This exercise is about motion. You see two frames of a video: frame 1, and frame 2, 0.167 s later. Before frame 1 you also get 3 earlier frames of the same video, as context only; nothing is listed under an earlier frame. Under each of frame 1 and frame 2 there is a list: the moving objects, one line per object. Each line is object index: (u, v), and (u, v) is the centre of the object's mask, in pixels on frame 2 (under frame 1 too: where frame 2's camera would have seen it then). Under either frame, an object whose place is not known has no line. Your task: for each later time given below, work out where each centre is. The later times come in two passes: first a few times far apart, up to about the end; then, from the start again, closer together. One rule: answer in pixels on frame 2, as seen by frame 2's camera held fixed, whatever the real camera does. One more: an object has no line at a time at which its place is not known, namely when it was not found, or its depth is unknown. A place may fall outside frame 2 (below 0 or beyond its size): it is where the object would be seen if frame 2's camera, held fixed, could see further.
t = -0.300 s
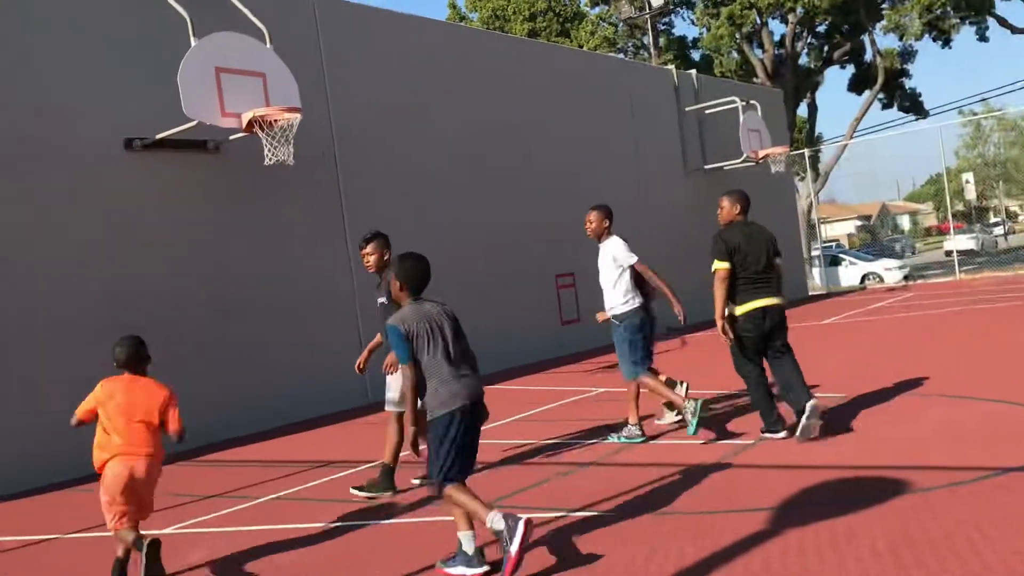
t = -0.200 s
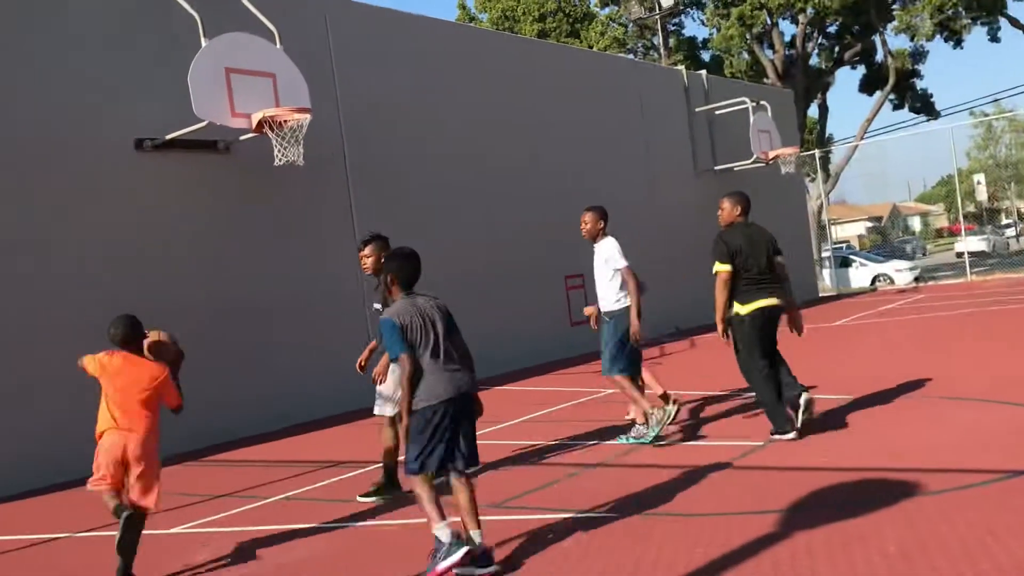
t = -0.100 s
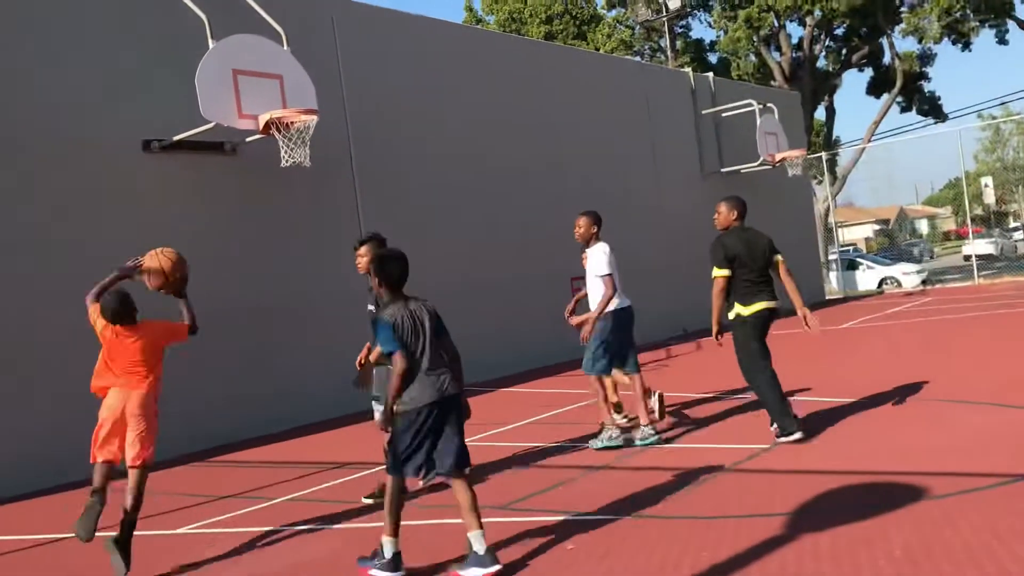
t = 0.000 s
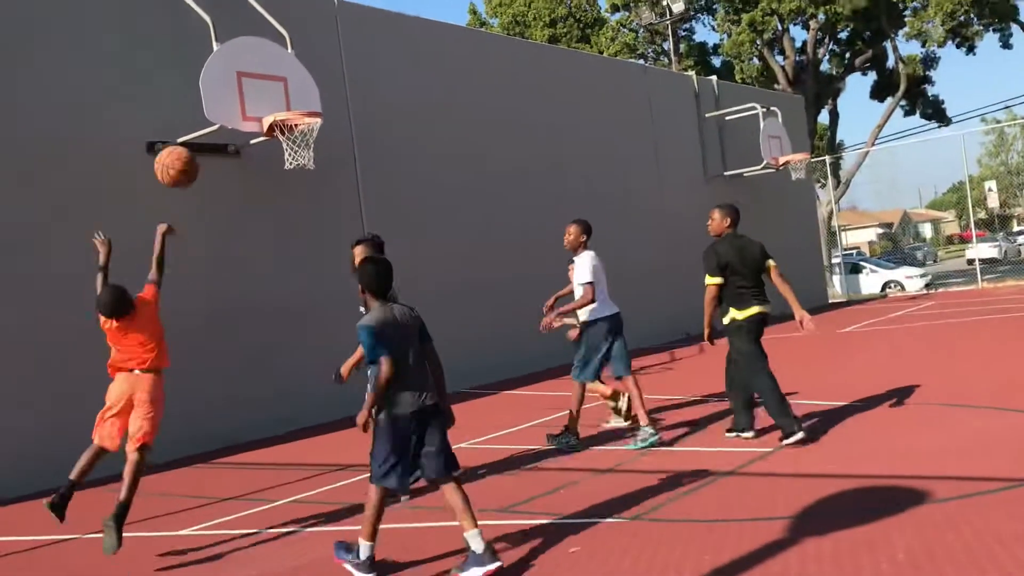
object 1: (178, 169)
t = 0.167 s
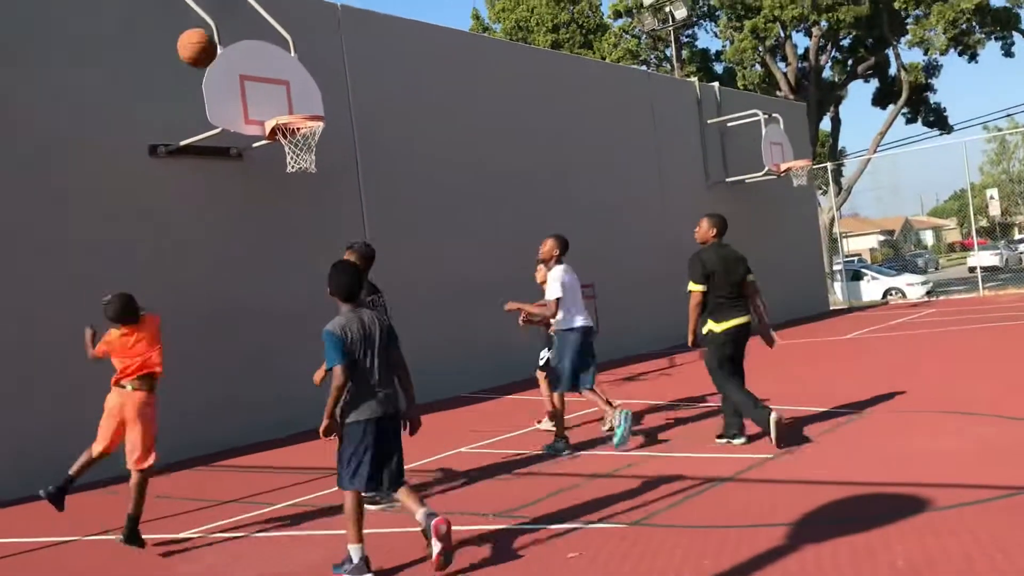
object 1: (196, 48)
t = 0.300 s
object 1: (211, 1)
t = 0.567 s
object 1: (245, -22)
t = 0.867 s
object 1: (283, 51)
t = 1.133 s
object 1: (310, 163)
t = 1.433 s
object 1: (310, 272)
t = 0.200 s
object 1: (200, 31)
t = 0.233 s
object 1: (204, 16)
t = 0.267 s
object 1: (208, 7)
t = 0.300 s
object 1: (211, 1)
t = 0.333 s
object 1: (217, -4)
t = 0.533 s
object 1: (241, -20)
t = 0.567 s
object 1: (245, -22)
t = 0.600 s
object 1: (249, -22)
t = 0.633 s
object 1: (253, -19)
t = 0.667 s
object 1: (257, -12)
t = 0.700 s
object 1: (261, -4)
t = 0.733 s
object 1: (265, 5)
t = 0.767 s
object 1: (268, 15)
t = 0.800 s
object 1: (273, 26)
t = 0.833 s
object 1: (278, 37)
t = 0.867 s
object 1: (283, 51)
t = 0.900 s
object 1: (287, 65)
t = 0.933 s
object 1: (292, 78)
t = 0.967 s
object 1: (297, 94)
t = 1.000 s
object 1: (300, 107)
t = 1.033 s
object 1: (305, 128)
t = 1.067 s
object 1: (310, 147)
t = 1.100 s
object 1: (312, 159)
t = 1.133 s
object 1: (310, 163)
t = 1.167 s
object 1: (310, 170)
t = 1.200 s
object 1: (310, 179)
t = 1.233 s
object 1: (311, 189)
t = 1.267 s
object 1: (311, 201)
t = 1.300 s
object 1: (312, 213)
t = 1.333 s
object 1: (313, 227)
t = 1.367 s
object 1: (313, 241)
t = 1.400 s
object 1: (313, 255)
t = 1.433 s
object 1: (310, 272)
